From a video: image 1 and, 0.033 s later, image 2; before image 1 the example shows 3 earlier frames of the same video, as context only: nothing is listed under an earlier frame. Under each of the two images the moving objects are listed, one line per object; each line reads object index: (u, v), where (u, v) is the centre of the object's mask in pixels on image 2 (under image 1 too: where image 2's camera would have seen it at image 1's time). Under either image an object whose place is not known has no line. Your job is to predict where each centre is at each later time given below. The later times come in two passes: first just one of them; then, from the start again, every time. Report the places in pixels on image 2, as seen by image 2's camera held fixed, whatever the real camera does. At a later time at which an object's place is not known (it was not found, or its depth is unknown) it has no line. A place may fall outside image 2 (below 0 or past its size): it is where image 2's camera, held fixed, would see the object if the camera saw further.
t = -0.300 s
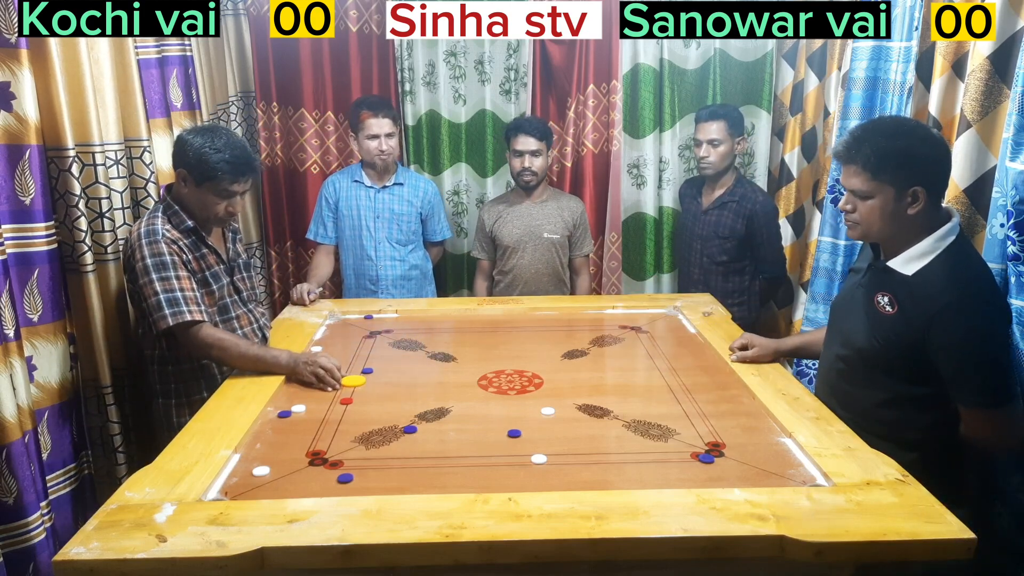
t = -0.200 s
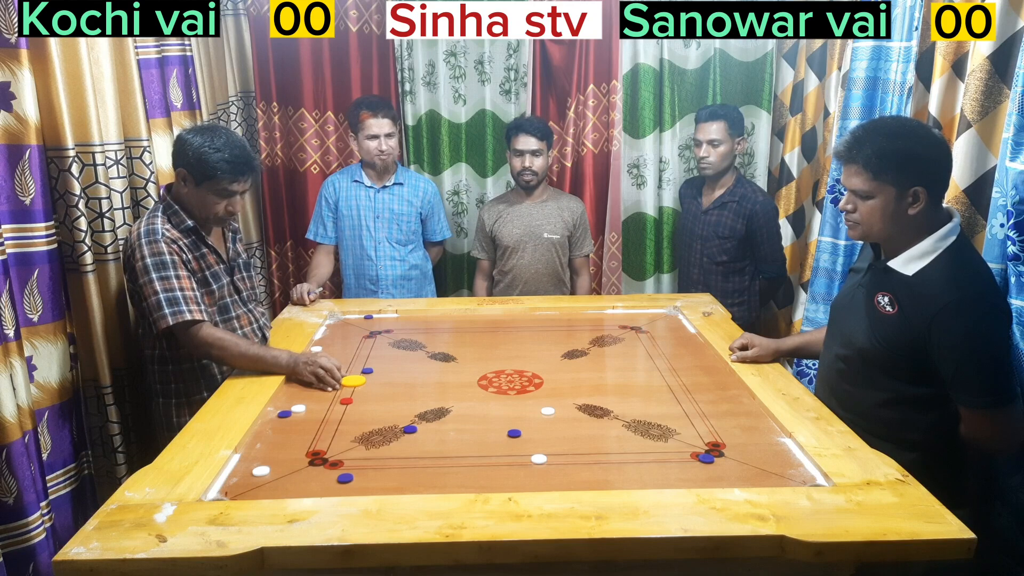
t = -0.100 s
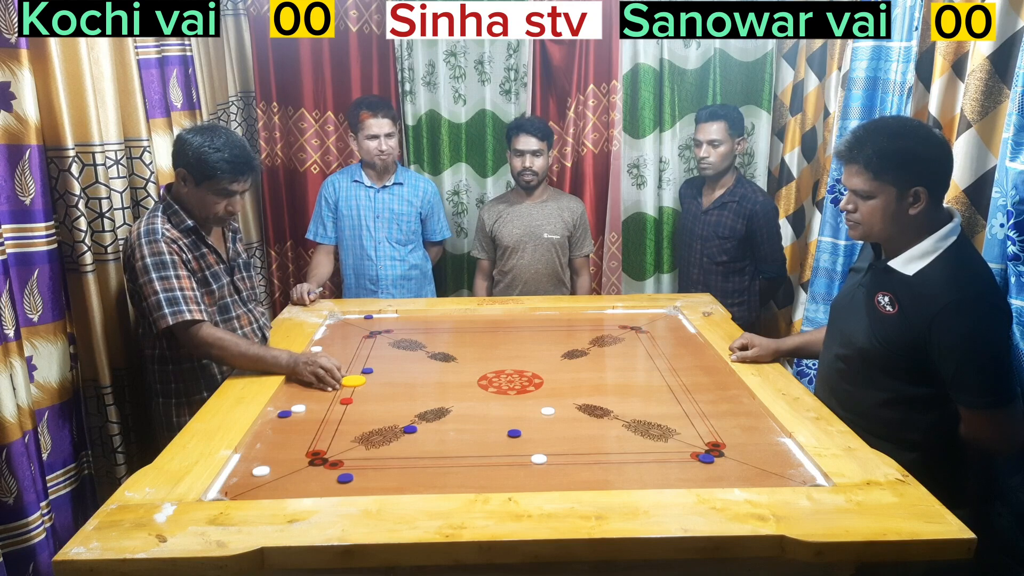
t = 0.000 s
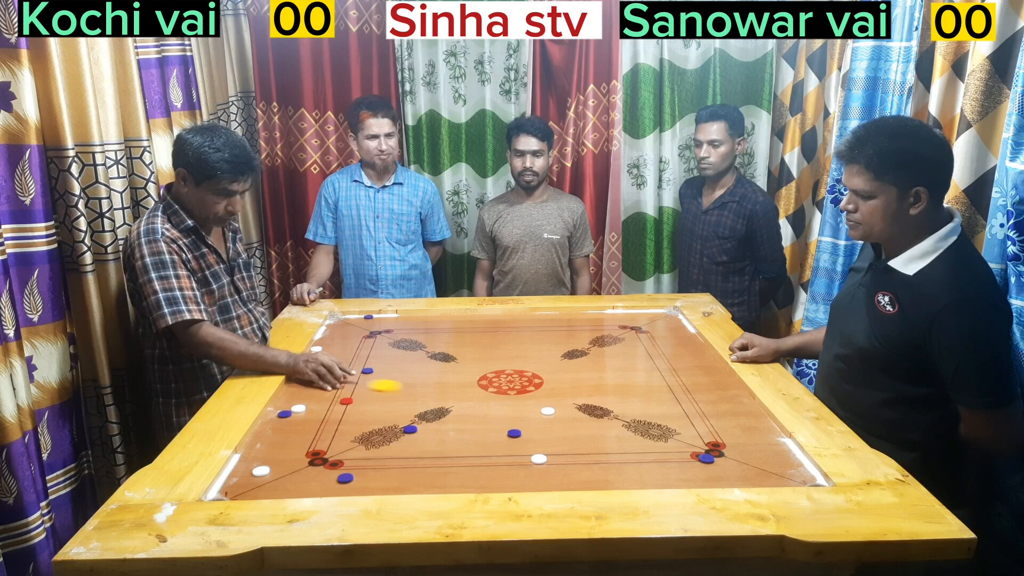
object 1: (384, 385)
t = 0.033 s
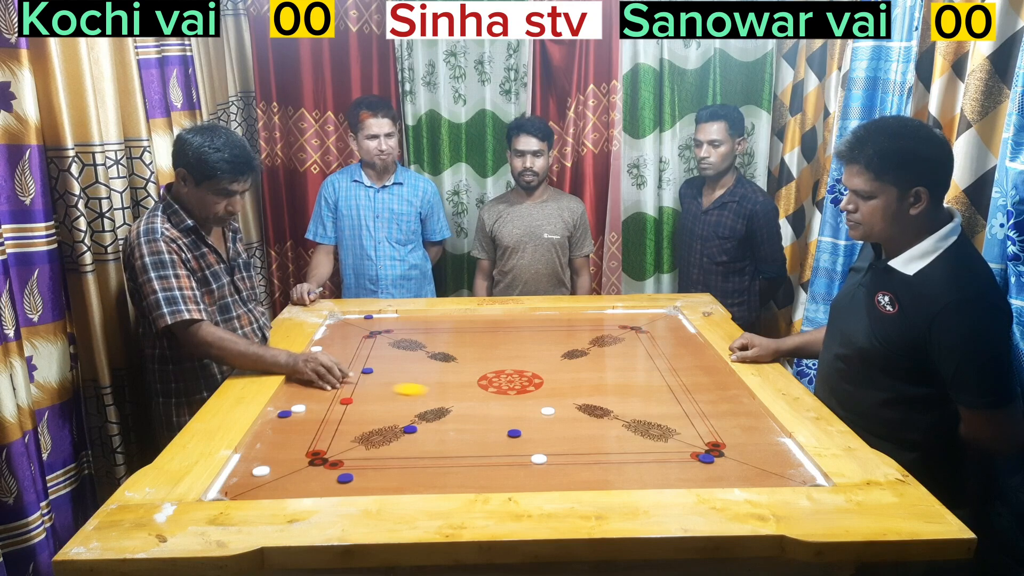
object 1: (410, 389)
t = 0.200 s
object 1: (537, 408)
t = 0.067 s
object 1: (436, 393)
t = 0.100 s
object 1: (462, 397)
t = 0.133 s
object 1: (488, 401)
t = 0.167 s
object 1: (515, 405)
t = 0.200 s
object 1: (537, 408)
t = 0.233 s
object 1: (557, 410)
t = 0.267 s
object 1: (575, 413)
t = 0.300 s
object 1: (593, 415)
